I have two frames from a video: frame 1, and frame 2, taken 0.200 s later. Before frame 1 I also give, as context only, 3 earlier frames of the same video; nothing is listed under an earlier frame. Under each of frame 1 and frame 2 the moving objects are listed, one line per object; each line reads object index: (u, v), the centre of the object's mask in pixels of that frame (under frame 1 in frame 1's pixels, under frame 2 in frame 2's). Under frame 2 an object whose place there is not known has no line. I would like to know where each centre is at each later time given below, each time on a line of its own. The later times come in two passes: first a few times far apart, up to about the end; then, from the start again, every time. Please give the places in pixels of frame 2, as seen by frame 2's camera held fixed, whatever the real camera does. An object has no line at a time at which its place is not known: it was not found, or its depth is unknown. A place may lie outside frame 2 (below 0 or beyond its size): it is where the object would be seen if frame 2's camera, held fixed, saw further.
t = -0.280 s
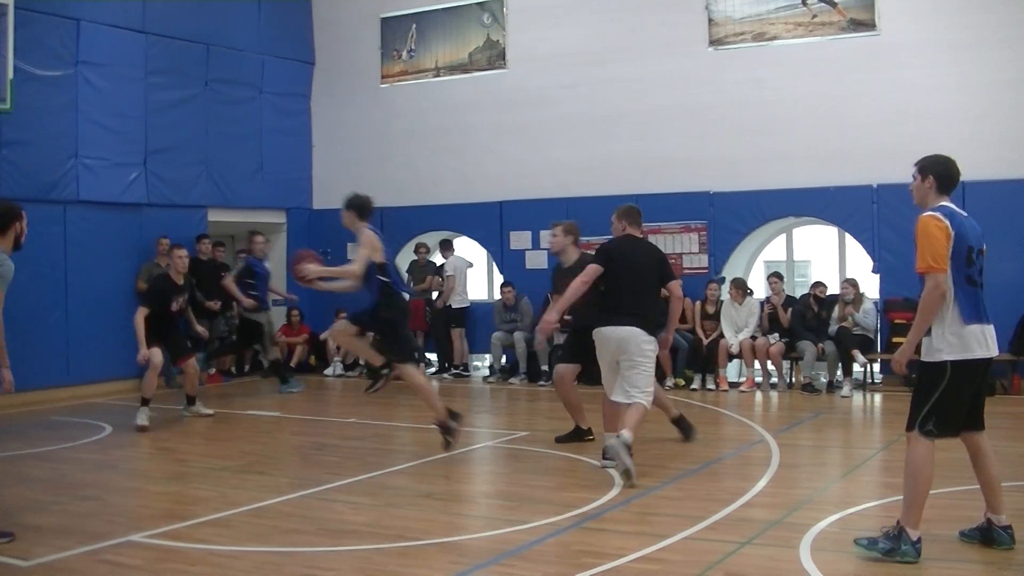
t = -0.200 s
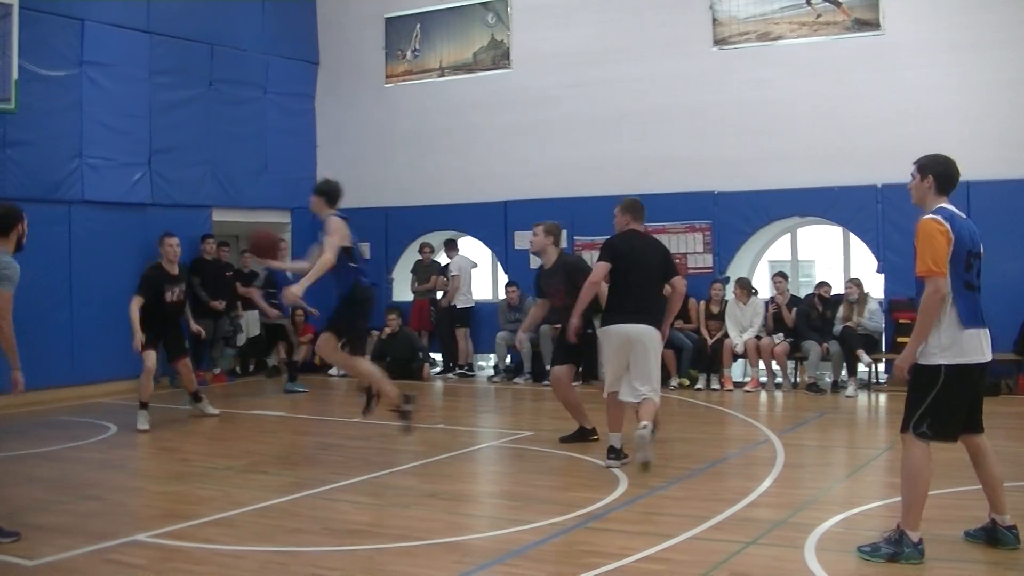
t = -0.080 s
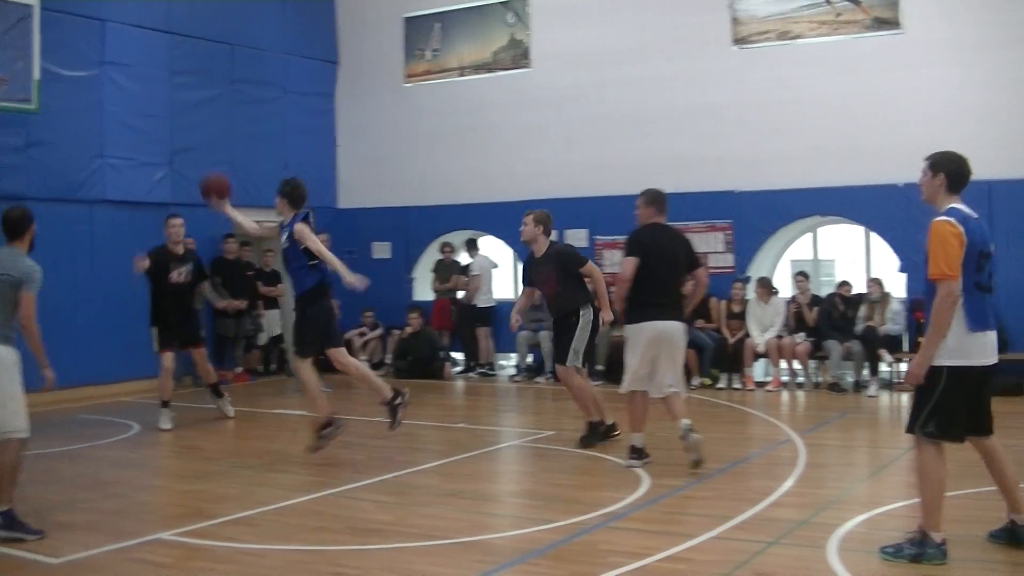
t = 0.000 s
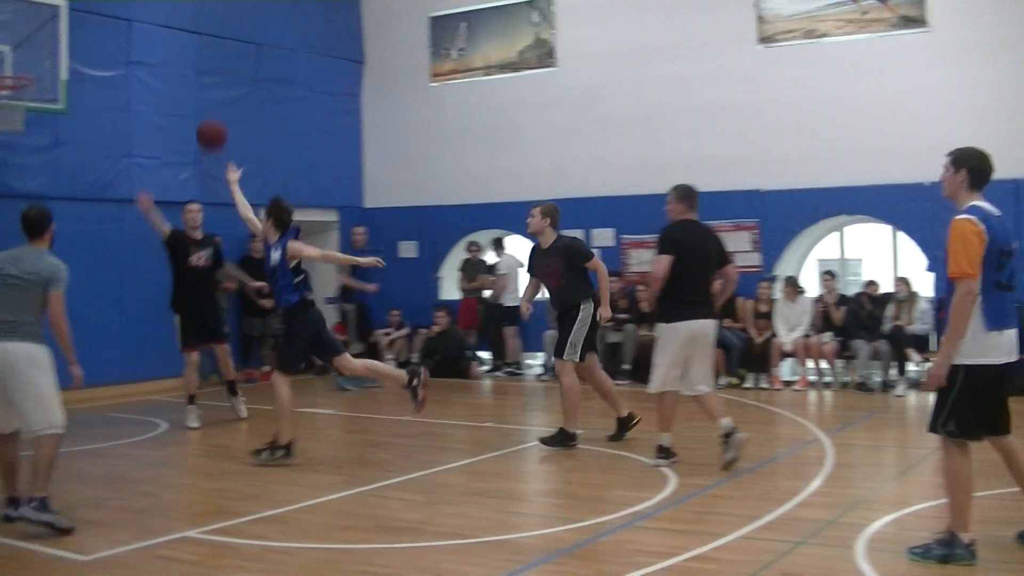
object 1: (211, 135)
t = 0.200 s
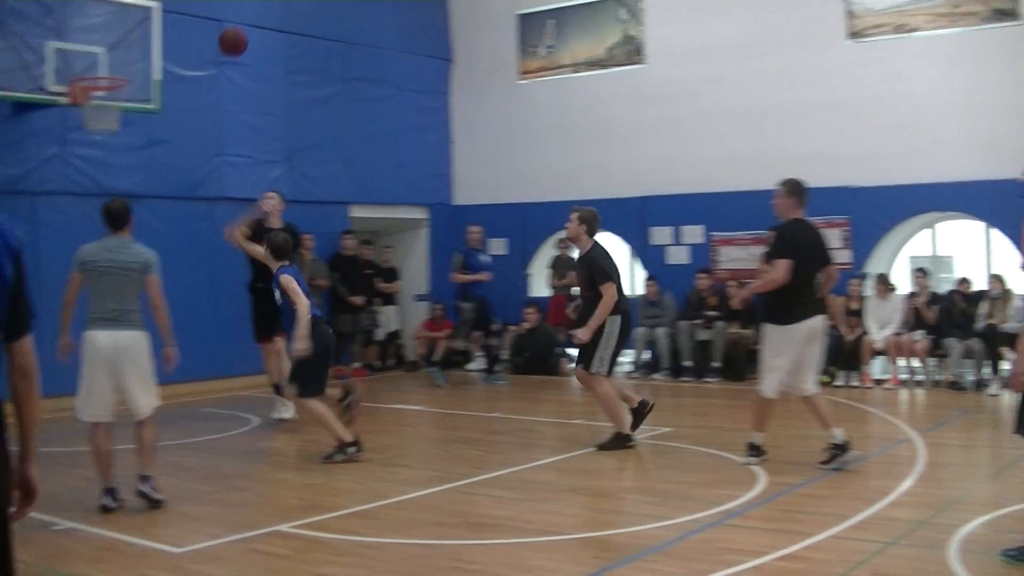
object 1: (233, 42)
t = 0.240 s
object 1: (220, 29)
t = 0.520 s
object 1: (139, 5)
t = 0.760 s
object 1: (73, 52)
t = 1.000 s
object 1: (111, 64)
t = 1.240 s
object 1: (151, 68)
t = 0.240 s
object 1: (220, 29)
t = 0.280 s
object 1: (208, 19)
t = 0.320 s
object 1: (197, 11)
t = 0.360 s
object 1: (185, 7)
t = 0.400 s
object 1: (174, 5)
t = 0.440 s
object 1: (162, 4)
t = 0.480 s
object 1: (150, 4)
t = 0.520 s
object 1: (139, 5)
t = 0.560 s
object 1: (127, 7)
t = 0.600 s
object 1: (116, 11)
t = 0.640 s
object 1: (105, 19)
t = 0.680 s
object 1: (94, 28)
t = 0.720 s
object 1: (84, 39)
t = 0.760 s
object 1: (73, 52)
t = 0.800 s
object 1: (75, 56)
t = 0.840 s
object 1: (80, 59)
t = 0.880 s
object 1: (86, 63)
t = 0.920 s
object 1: (93, 65)
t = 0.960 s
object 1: (102, 63)
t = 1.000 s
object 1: (111, 64)
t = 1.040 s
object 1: (118, 62)
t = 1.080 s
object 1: (125, 60)
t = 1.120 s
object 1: (131, 59)
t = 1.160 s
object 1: (138, 61)
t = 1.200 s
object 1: (144, 64)
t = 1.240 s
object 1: (151, 68)
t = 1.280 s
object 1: (157, 75)
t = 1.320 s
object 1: (164, 83)
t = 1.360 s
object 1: (170, 93)
